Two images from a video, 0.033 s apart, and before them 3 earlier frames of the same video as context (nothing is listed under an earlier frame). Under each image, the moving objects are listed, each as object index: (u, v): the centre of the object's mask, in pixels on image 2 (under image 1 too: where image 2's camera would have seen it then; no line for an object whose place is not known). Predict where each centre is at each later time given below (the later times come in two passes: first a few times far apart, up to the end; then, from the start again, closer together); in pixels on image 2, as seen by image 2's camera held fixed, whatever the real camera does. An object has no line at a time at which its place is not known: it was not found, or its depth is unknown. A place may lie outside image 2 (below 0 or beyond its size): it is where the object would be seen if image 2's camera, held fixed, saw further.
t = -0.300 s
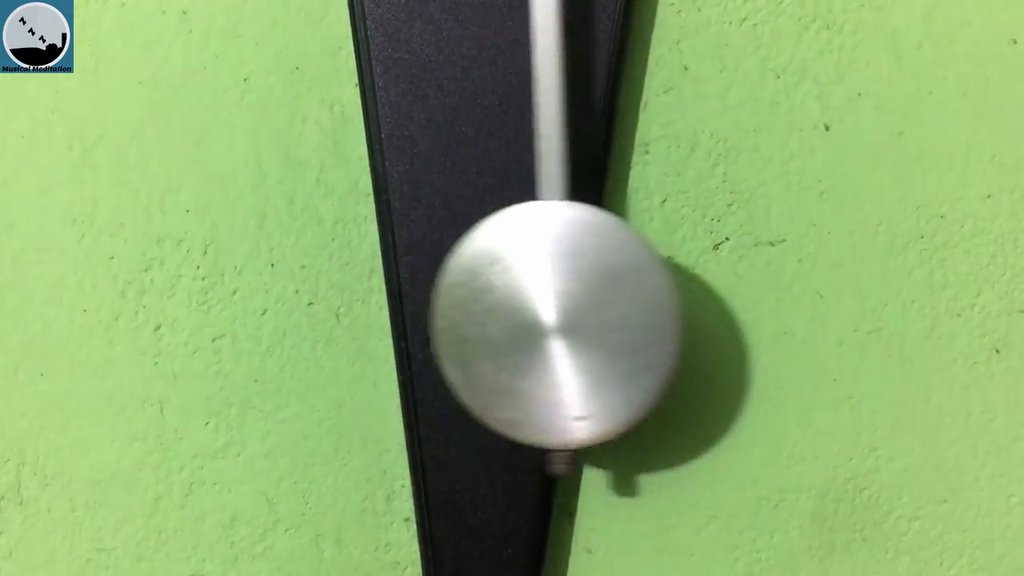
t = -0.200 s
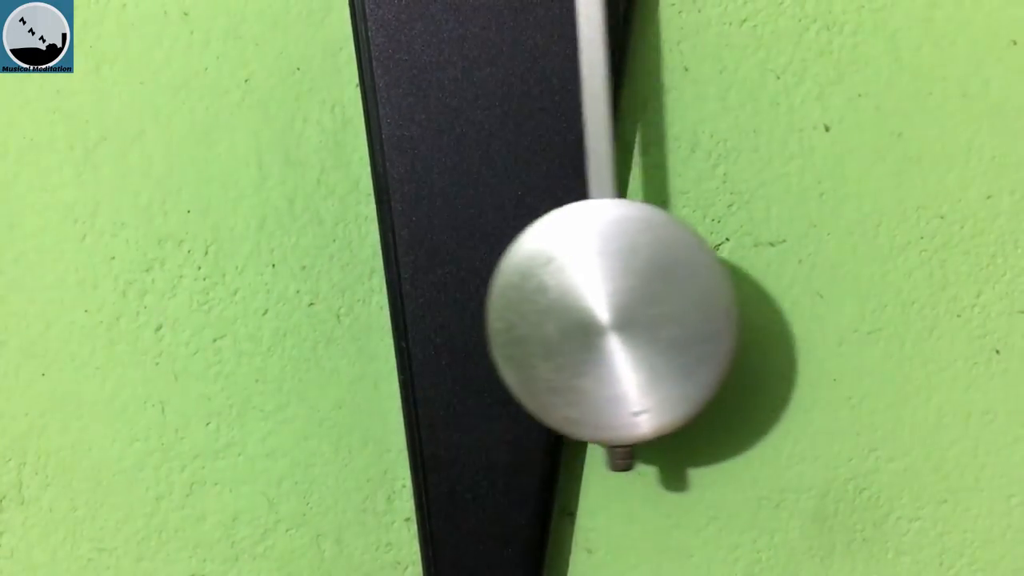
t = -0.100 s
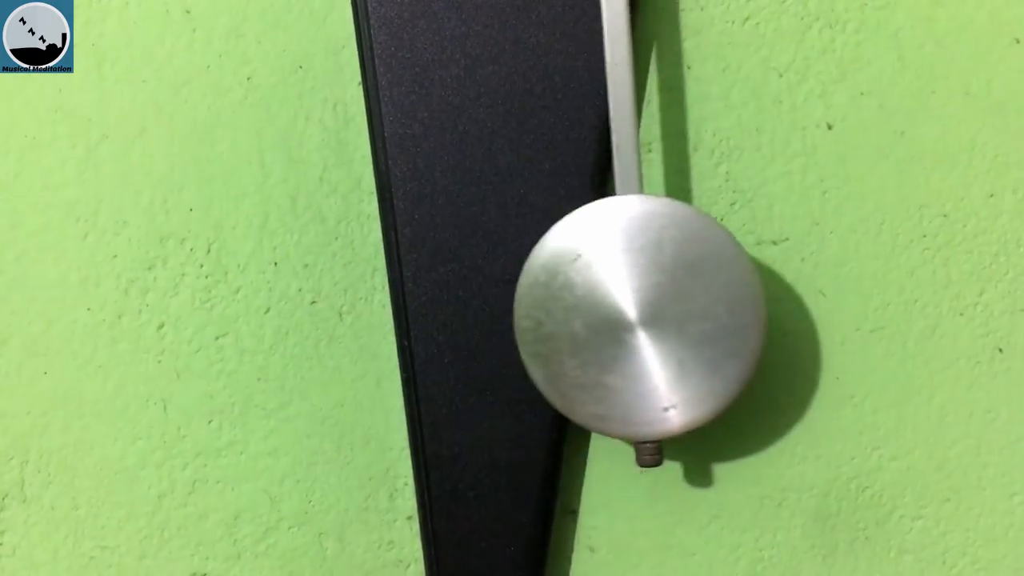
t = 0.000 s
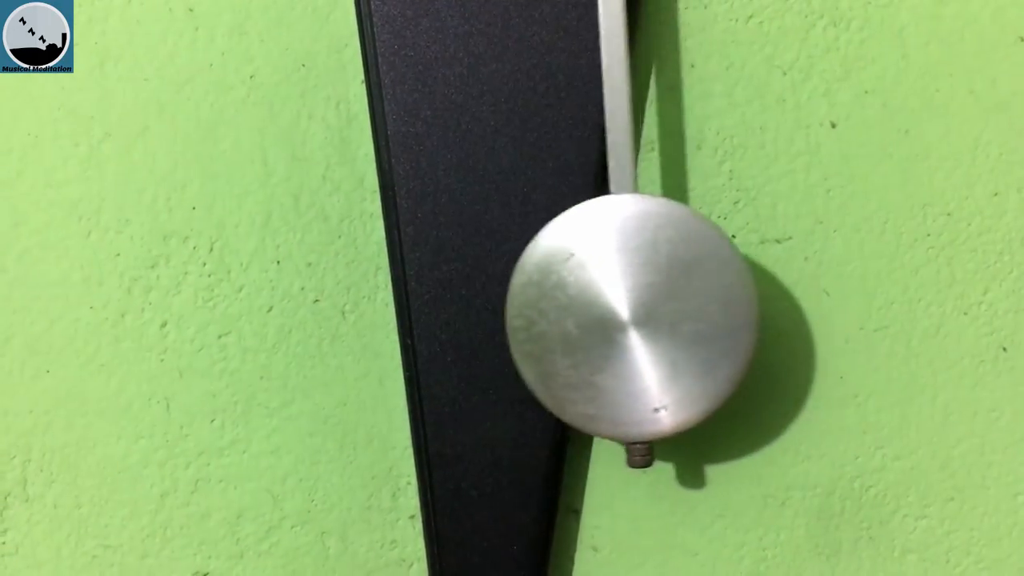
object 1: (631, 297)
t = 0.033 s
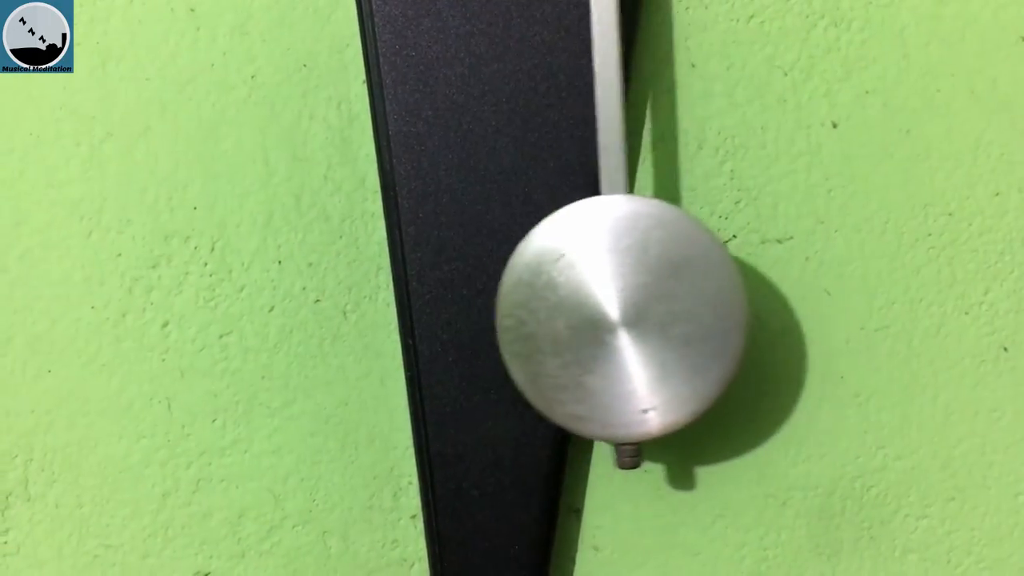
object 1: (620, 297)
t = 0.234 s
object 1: (499, 296)
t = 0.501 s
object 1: (383, 296)
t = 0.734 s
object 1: (469, 296)
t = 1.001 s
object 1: (626, 297)
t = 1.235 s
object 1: (609, 298)
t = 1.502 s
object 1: (448, 294)
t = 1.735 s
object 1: (397, 297)
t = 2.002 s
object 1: (533, 300)
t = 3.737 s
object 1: (519, 298)
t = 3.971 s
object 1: (395, 300)
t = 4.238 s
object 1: (459, 297)
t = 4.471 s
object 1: (603, 294)
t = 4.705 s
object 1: (631, 299)
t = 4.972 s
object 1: (475, 301)
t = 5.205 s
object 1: (386, 296)
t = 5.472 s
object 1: (494, 296)
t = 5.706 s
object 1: (627, 300)
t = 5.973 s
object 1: (587, 299)
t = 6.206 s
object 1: (447, 293)
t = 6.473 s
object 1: (409, 296)
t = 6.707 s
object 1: (534, 301)
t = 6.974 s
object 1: (635, 299)
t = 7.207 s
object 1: (546, 294)
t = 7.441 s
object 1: (416, 294)
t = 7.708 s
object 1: (431, 297)
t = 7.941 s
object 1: (570, 297)
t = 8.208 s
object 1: (623, 296)
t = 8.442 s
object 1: (508, 294)
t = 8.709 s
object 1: (396, 294)
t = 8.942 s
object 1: (471, 292)
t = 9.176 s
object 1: (607, 291)
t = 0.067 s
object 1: (605, 297)
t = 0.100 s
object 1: (587, 297)
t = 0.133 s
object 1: (566, 298)
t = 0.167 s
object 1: (544, 298)
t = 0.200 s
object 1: (522, 296)
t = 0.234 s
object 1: (499, 296)
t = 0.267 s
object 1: (477, 296)
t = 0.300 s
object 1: (456, 297)
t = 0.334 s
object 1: (436, 296)
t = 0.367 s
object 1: (419, 295)
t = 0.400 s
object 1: (404, 296)
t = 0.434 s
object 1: (393, 296)
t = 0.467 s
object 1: (386, 296)
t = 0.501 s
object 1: (383, 296)
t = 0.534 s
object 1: (385, 296)
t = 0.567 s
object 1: (390, 296)
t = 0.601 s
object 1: (400, 296)
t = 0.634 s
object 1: (413, 296)
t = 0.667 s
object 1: (429, 296)
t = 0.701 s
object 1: (448, 295)
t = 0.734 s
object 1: (469, 296)
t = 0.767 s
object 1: (491, 297)
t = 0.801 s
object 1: (513, 296)
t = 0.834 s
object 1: (535, 297)
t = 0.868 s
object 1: (557, 297)
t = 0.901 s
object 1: (578, 297)
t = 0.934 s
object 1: (597, 297)
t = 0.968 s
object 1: (613, 297)
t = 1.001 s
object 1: (626, 297)
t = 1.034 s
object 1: (636, 297)
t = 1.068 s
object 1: (642, 298)
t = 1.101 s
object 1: (643, 298)
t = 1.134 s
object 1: (641, 298)
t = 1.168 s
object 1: (634, 298)
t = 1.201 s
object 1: (623, 298)
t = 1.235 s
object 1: (609, 298)
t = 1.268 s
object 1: (592, 298)
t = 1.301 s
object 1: (573, 298)
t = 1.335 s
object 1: (552, 297)
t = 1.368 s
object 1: (530, 297)
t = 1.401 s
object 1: (509, 296)
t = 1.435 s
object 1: (488, 296)
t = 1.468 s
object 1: (467, 295)
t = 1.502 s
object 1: (448, 294)
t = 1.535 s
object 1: (430, 294)
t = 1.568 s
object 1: (416, 295)
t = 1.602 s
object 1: (404, 295)
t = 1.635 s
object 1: (396, 296)
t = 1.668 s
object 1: (392, 297)
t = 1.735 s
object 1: (397, 297)
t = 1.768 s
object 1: (405, 298)
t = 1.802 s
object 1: (417, 298)
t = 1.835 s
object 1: (432, 298)
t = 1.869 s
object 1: (450, 299)
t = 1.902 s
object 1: (469, 300)
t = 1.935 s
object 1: (490, 299)
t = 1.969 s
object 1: (512, 299)
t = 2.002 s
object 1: (533, 300)
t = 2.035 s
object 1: (554, 299)
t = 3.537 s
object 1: (624, 295)
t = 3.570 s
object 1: (613, 296)
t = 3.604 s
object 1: (598, 296)
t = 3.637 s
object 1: (581, 296)
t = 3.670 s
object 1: (561, 297)
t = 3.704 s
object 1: (540, 299)
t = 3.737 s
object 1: (519, 298)
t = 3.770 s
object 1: (498, 298)
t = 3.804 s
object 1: (476, 298)
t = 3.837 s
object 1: (455, 300)
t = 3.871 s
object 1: (436, 300)
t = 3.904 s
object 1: (419, 299)
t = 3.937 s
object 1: (405, 300)
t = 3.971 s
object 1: (395, 300)
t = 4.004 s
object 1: (389, 300)
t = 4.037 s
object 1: (387, 301)
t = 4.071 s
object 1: (390, 300)
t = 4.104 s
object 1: (397, 300)
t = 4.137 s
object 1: (407, 299)
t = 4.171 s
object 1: (422, 298)
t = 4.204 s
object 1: (439, 298)
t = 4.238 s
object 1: (459, 297)
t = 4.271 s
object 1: (480, 297)
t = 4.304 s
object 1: (502, 296)
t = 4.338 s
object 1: (523, 296)
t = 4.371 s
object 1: (545, 296)
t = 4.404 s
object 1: (567, 296)
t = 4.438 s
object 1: (586, 295)
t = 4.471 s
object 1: (603, 294)
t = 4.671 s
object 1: (639, 298)
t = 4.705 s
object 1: (631, 299)
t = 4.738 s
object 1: (619, 299)
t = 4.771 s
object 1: (603, 299)
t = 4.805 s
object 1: (586, 300)
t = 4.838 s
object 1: (565, 300)
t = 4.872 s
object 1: (543, 301)
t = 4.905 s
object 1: (520, 301)
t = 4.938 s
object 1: (497, 301)
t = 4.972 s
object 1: (475, 301)
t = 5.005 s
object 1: (454, 300)
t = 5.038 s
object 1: (434, 299)
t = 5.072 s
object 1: (417, 298)
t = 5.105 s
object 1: (404, 298)
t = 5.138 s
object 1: (394, 296)
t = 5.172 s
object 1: (388, 297)
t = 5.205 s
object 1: (386, 296)
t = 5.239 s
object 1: (388, 296)
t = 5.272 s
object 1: (394, 295)
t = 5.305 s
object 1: (404, 295)
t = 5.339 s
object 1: (418, 295)
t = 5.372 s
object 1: (434, 294)
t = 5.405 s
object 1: (452, 296)
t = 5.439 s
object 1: (473, 296)
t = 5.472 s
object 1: (494, 296)
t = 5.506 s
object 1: (516, 298)
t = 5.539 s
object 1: (538, 297)
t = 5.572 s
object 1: (559, 297)
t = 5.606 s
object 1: (580, 298)
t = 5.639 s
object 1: (598, 298)
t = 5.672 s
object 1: (614, 299)
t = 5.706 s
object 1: (627, 300)
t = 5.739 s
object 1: (636, 300)
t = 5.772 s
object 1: (641, 300)
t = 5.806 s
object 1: (642, 301)
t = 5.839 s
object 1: (639, 301)
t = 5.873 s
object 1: (631, 301)
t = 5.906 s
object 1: (619, 300)
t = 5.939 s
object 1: (605, 300)
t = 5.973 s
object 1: (587, 299)
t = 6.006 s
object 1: (568, 298)
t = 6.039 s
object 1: (547, 298)
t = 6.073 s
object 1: (525, 296)
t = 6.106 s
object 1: (505, 296)
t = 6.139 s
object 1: (484, 295)
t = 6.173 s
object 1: (464, 294)
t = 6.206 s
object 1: (447, 293)
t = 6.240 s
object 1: (430, 293)
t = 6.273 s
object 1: (417, 292)
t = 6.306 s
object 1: (406, 293)
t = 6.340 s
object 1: (399, 293)
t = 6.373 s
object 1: (397, 292)
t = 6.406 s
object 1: (397, 293)
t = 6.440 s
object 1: (401, 294)
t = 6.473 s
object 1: (409, 296)
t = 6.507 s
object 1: (421, 295)
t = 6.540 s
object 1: (436, 296)
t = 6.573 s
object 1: (453, 297)
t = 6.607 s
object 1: (472, 298)
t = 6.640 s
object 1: (493, 298)
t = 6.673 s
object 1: (514, 299)
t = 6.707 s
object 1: (534, 301)
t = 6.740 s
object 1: (556, 301)
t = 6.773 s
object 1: (575, 300)
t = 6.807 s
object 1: (593, 300)
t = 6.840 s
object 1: (609, 300)
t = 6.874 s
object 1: (621, 300)
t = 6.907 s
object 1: (630, 300)
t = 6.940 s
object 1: (634, 299)
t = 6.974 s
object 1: (635, 299)
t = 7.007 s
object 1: (632, 298)
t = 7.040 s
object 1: (625, 297)
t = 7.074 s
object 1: (614, 296)
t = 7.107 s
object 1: (600, 296)
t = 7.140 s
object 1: (584, 295)
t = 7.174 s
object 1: (565, 295)
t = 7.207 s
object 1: (546, 294)
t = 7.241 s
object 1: (526, 294)
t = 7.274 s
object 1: (506, 293)
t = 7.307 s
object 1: (486, 293)
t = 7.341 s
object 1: (466, 293)
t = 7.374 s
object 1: (447, 292)
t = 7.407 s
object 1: (431, 292)
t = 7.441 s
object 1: (416, 294)
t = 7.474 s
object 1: (404, 295)
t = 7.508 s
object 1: (397, 295)
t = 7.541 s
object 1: (393, 296)
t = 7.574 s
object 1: (393, 297)
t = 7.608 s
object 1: (397, 297)
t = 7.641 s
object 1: (404, 298)
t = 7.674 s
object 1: (416, 298)
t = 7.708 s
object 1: (431, 297)
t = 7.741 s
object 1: (448, 298)
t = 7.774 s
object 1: (468, 299)
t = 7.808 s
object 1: (489, 298)
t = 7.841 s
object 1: (509, 298)
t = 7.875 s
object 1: (529, 299)
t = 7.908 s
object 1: (550, 298)
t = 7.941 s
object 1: (570, 297)
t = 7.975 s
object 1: (587, 297)
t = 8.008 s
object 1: (603, 297)
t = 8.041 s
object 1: (615, 297)
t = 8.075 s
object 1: (624, 297)
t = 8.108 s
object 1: (630, 297)
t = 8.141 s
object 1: (631, 296)
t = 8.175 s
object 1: (629, 296)
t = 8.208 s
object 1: (623, 296)
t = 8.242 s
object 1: (613, 295)
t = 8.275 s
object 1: (600, 296)
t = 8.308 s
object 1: (585, 295)
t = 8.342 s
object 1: (567, 295)
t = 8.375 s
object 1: (548, 295)
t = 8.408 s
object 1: (527, 295)
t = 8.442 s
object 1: (508, 294)
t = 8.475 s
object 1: (487, 295)
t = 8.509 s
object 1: (468, 295)
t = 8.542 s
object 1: (448, 294)
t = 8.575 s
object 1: (431, 294)
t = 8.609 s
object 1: (417, 294)
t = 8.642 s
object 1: (406, 294)
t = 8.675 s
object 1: (399, 294)
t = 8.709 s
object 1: (396, 294)
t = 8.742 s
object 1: (396, 293)
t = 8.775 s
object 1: (400, 293)
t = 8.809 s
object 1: (408, 293)
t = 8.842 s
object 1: (420, 293)
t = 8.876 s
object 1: (434, 293)
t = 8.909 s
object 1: (451, 293)
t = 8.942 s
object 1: (471, 292)
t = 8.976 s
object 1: (491, 291)
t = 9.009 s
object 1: (512, 290)
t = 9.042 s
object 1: (531, 292)
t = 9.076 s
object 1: (553, 292)
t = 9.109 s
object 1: (572, 291)
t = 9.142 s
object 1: (591, 292)
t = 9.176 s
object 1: (607, 291)
